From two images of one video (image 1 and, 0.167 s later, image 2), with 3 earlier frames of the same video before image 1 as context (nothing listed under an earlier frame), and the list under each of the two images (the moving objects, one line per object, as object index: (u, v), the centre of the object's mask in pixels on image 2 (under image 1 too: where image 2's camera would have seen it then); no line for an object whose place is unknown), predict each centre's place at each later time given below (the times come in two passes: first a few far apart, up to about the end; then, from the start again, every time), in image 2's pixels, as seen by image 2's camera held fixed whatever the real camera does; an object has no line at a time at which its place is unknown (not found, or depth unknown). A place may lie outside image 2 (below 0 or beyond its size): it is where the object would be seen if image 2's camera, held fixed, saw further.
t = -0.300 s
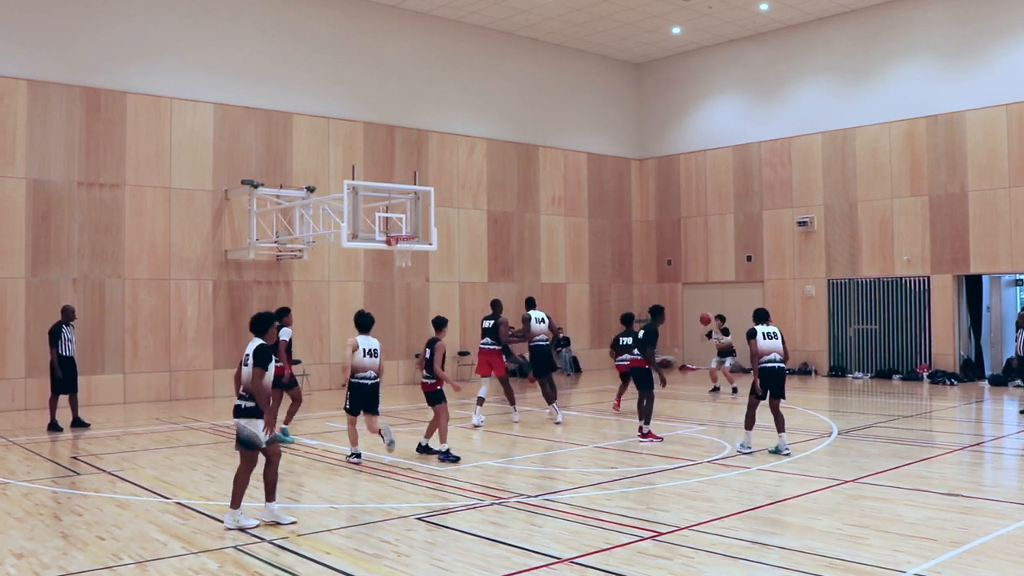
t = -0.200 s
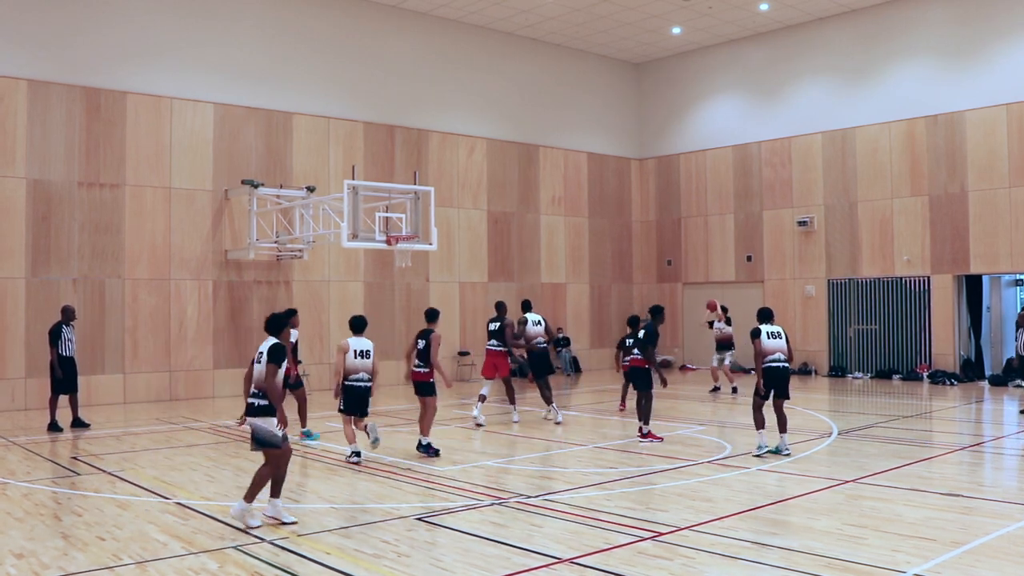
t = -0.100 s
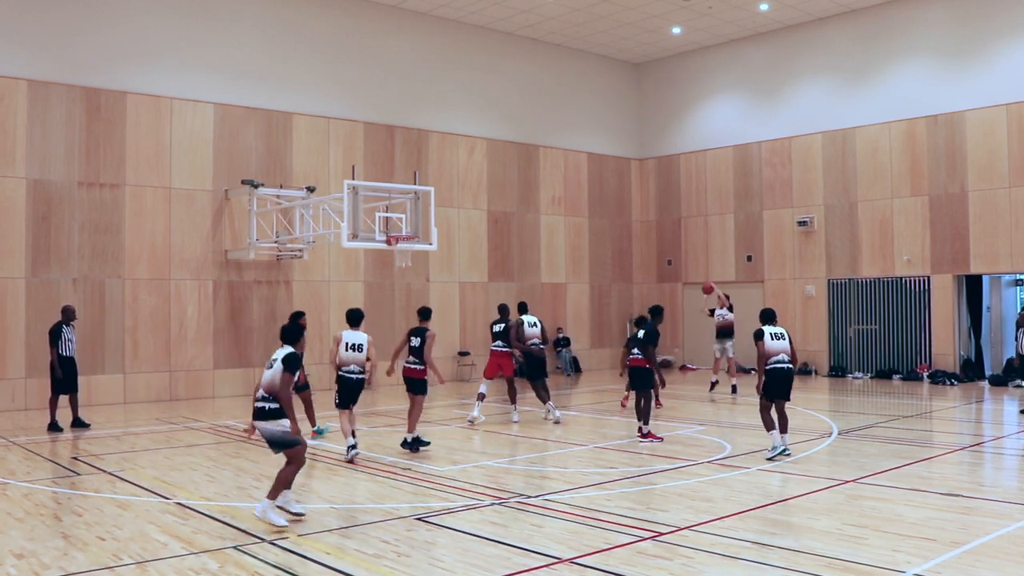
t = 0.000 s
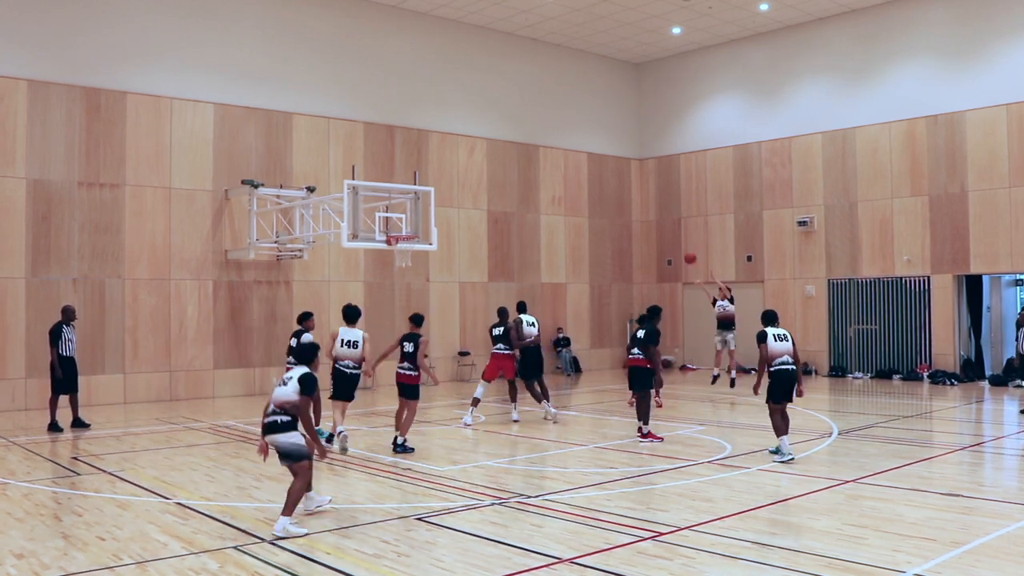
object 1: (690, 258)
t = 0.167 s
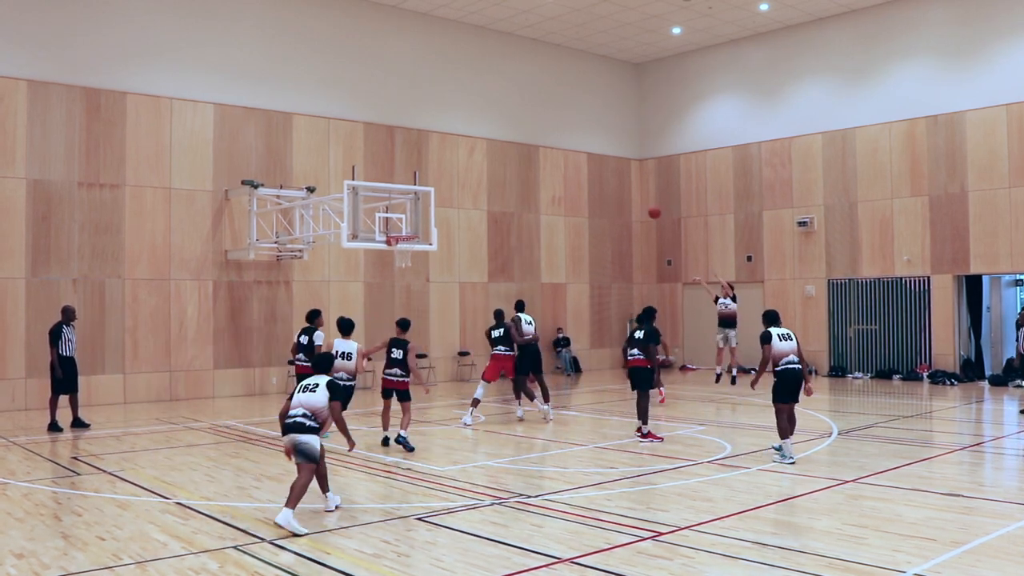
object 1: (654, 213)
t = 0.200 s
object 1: (646, 205)
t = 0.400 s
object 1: (602, 170)
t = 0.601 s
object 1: (556, 154)
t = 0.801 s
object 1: (508, 160)
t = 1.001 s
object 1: (459, 187)
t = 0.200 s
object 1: (646, 205)
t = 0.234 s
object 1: (639, 198)
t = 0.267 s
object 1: (632, 191)
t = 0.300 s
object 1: (625, 185)
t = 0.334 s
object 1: (617, 180)
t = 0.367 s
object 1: (610, 174)
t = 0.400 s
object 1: (602, 170)
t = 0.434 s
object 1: (594, 166)
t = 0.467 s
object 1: (587, 163)
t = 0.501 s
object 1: (579, 160)
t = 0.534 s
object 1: (571, 158)
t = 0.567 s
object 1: (564, 155)
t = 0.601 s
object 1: (556, 154)
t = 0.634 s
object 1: (548, 154)
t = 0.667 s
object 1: (541, 154)
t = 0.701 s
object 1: (533, 154)
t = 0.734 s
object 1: (525, 156)
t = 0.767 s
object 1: (517, 158)
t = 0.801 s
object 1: (508, 160)
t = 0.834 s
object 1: (500, 163)
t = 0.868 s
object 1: (492, 167)
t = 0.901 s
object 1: (484, 171)
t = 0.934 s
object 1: (476, 176)
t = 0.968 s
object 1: (467, 181)
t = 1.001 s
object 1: (459, 187)
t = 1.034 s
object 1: (450, 195)
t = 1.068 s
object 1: (442, 203)
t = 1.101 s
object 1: (432, 211)
